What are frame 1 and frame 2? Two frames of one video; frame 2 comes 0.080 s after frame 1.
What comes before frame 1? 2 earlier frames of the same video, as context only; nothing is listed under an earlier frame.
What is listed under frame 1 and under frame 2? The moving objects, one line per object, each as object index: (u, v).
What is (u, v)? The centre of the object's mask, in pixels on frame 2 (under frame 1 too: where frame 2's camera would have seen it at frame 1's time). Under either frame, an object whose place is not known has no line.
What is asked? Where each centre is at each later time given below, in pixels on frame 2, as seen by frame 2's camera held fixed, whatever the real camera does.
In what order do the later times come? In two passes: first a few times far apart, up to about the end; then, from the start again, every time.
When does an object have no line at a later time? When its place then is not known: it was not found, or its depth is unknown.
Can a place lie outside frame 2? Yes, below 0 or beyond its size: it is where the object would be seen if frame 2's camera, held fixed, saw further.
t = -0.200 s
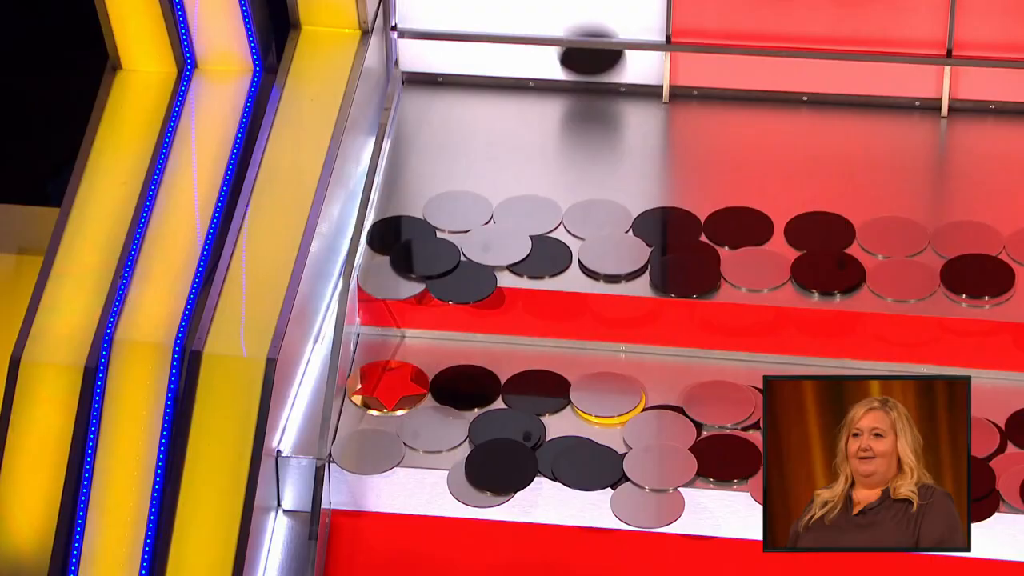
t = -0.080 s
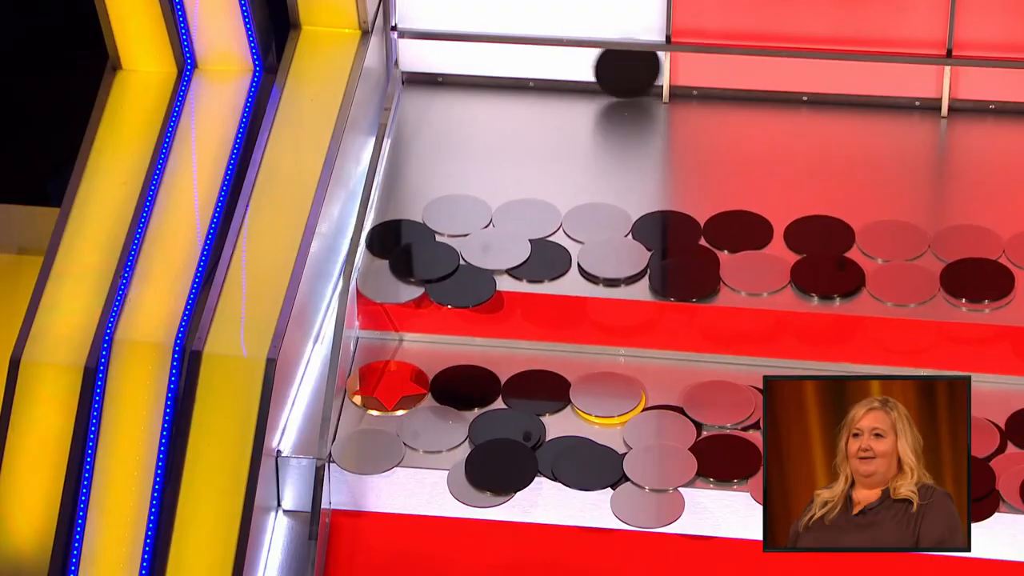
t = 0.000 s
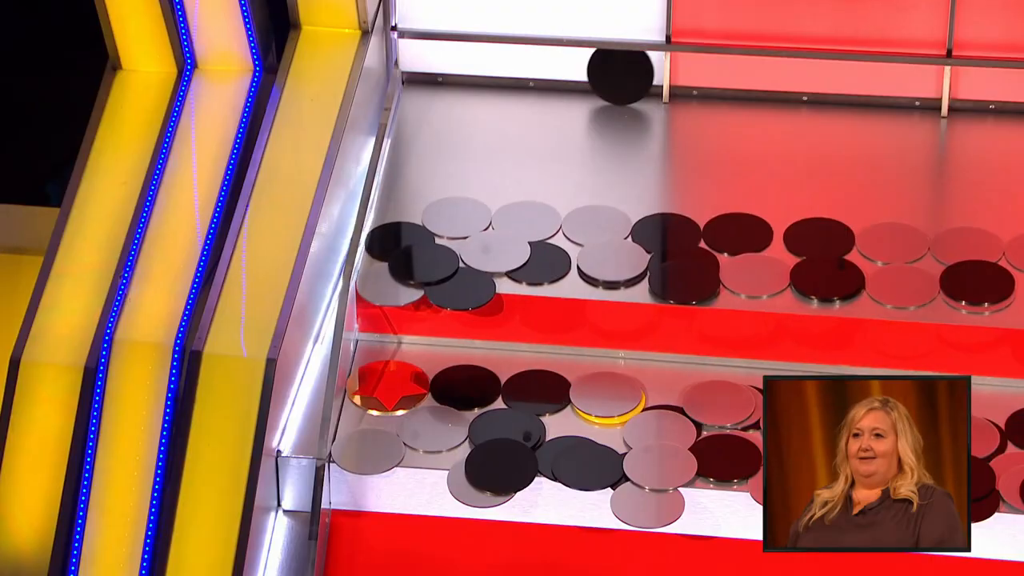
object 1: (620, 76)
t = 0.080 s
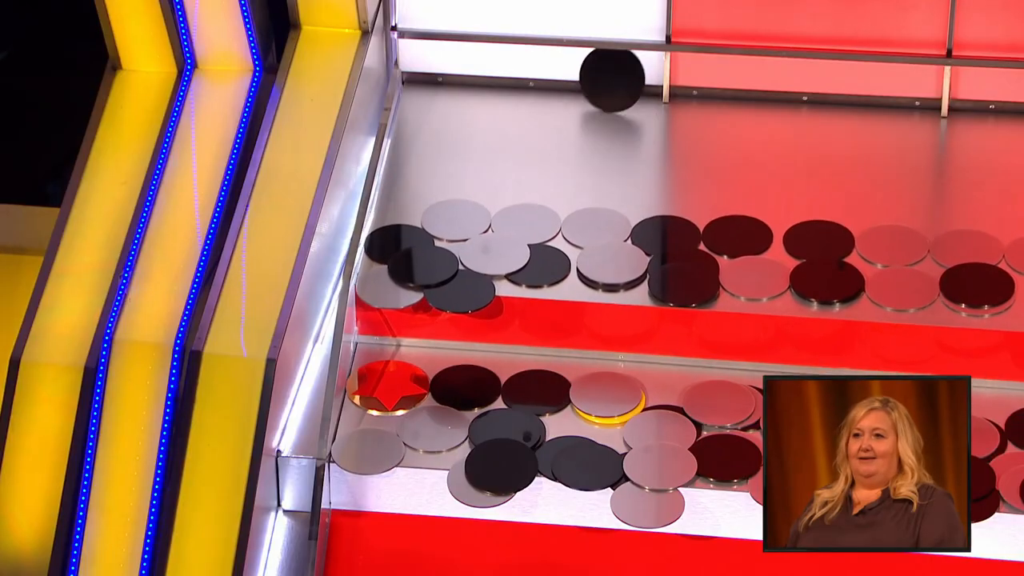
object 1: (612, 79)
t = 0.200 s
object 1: (603, 103)
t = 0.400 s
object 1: (599, 125)
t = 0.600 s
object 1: (599, 125)
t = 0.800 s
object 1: (598, 131)
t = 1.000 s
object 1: (598, 130)
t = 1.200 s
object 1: (599, 124)
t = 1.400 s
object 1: (601, 118)
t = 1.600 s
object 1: (602, 113)
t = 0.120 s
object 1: (609, 84)
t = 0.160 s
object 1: (606, 91)
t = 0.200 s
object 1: (603, 103)
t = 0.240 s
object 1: (600, 116)
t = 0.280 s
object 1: (600, 113)
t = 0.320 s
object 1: (600, 112)
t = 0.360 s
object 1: (600, 117)
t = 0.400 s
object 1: (599, 125)
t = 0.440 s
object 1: (600, 122)
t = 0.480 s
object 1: (599, 121)
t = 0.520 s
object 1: (600, 126)
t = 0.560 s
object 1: (600, 127)
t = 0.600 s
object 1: (599, 125)
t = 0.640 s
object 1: (598, 128)
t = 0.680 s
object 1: (598, 128)
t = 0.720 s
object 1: (597, 130)
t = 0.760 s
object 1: (598, 130)
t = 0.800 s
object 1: (598, 131)
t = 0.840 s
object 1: (598, 131)
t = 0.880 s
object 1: (598, 130)
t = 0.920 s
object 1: (598, 130)
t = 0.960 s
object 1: (598, 130)
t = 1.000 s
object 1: (598, 130)
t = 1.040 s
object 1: (599, 129)
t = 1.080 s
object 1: (599, 128)
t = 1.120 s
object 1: (599, 127)
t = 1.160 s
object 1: (599, 125)
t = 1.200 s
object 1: (599, 124)
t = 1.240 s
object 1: (600, 123)
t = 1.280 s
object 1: (600, 122)
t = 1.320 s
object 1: (600, 120)
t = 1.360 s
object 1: (600, 119)
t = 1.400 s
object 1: (601, 118)
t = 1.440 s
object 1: (601, 116)
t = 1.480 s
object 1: (601, 115)
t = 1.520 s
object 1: (601, 114)
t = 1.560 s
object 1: (602, 113)
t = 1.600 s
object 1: (602, 113)
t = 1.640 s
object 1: (602, 112)
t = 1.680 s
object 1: (602, 112)
